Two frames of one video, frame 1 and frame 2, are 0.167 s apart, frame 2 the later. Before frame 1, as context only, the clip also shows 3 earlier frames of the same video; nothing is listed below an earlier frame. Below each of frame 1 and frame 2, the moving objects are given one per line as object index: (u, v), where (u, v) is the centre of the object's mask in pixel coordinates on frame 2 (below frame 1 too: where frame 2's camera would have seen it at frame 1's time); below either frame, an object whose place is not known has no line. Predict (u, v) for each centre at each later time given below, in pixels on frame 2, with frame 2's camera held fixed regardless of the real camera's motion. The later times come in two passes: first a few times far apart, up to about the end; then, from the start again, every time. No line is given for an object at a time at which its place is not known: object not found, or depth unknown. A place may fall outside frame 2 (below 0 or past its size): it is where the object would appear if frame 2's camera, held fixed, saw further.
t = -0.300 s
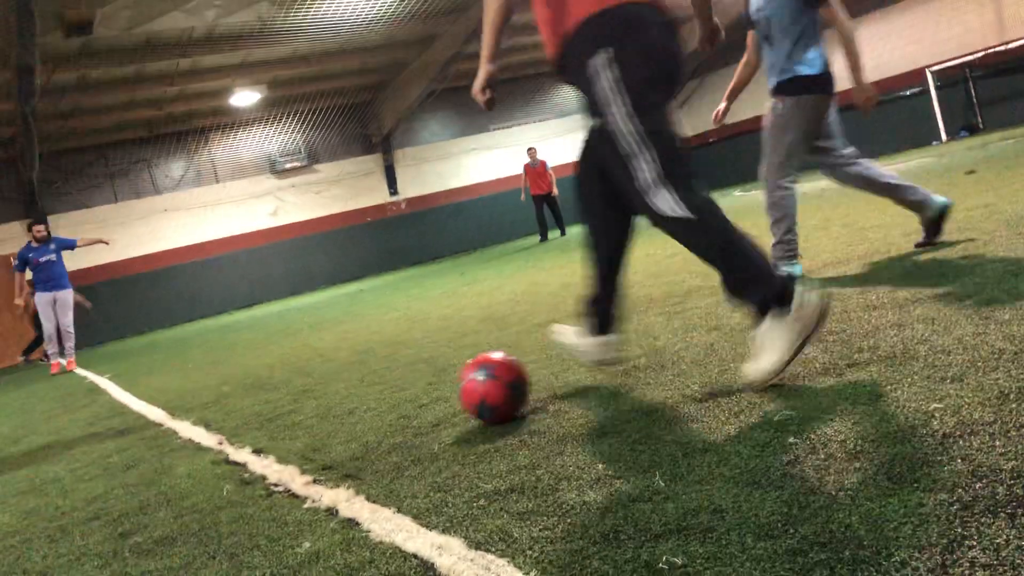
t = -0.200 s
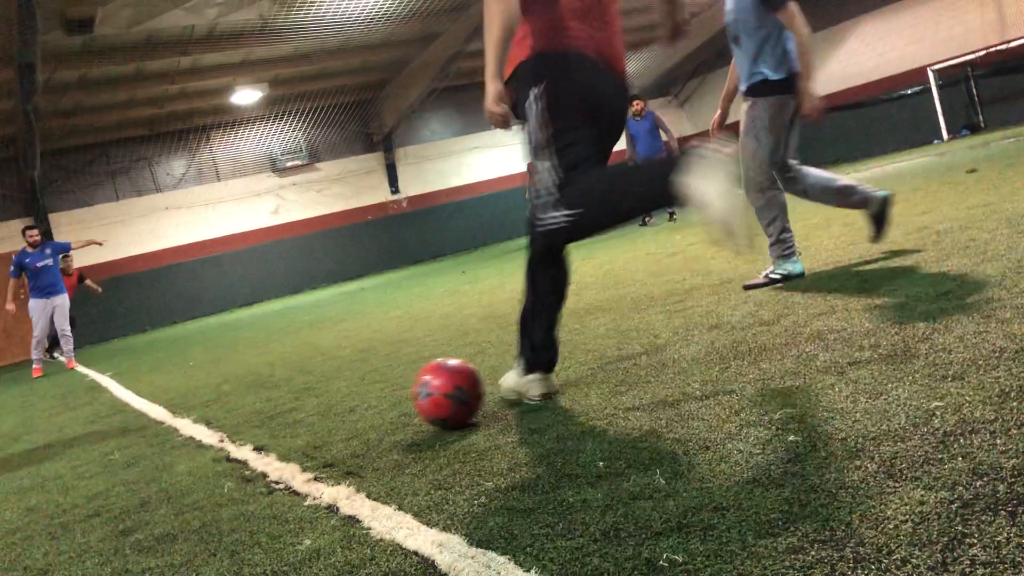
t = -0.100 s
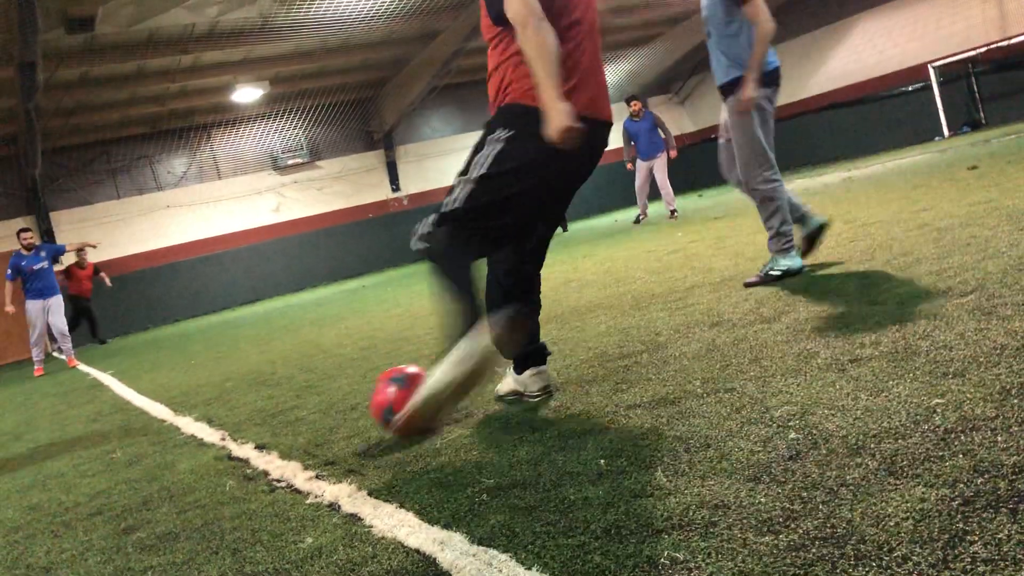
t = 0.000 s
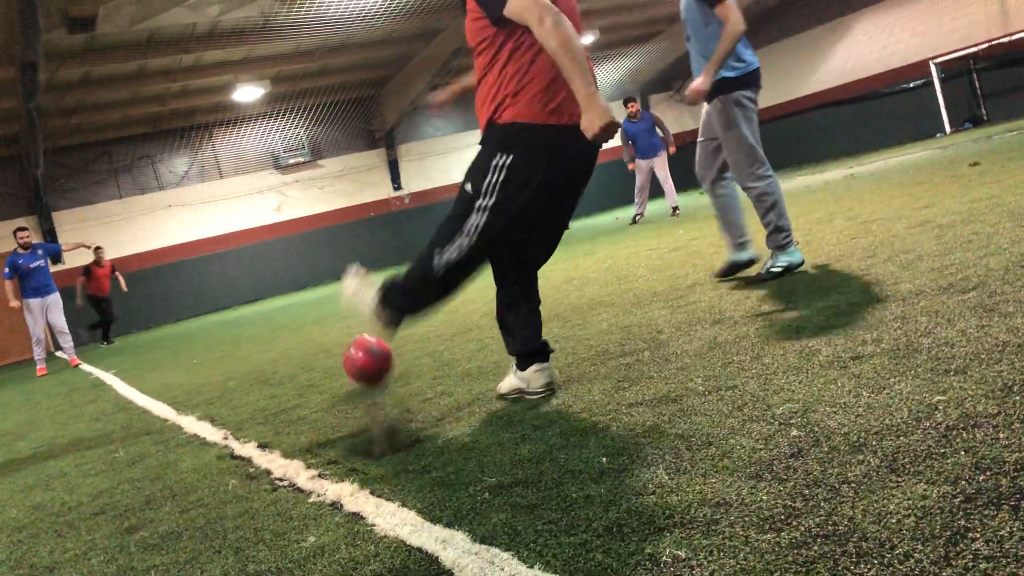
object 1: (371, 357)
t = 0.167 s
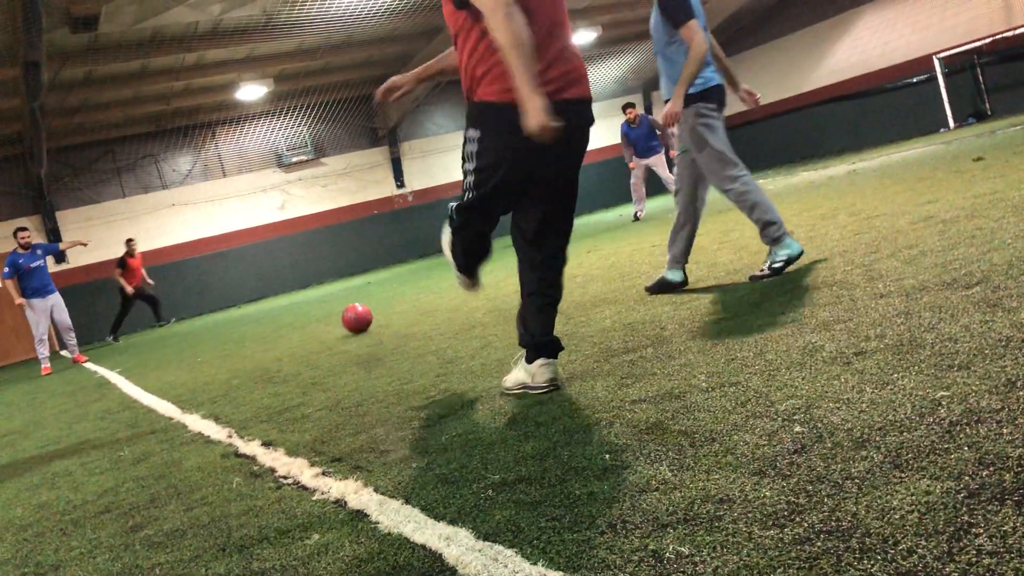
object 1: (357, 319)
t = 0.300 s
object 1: (360, 297)
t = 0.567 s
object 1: (374, 275)
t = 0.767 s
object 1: (388, 272)
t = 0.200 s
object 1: (357, 312)
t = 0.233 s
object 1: (357, 304)
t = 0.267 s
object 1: (358, 299)
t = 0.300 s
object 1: (360, 297)
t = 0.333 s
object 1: (361, 296)
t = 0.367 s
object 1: (363, 296)
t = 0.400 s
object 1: (364, 289)
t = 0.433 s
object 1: (366, 283)
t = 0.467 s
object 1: (368, 279)
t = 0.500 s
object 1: (369, 277)
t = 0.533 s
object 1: (372, 276)
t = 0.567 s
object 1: (374, 275)
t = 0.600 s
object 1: (376, 277)
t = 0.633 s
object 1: (379, 279)
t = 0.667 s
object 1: (381, 276)
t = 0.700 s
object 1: (383, 274)
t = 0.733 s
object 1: (385, 272)
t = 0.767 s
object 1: (388, 272)
